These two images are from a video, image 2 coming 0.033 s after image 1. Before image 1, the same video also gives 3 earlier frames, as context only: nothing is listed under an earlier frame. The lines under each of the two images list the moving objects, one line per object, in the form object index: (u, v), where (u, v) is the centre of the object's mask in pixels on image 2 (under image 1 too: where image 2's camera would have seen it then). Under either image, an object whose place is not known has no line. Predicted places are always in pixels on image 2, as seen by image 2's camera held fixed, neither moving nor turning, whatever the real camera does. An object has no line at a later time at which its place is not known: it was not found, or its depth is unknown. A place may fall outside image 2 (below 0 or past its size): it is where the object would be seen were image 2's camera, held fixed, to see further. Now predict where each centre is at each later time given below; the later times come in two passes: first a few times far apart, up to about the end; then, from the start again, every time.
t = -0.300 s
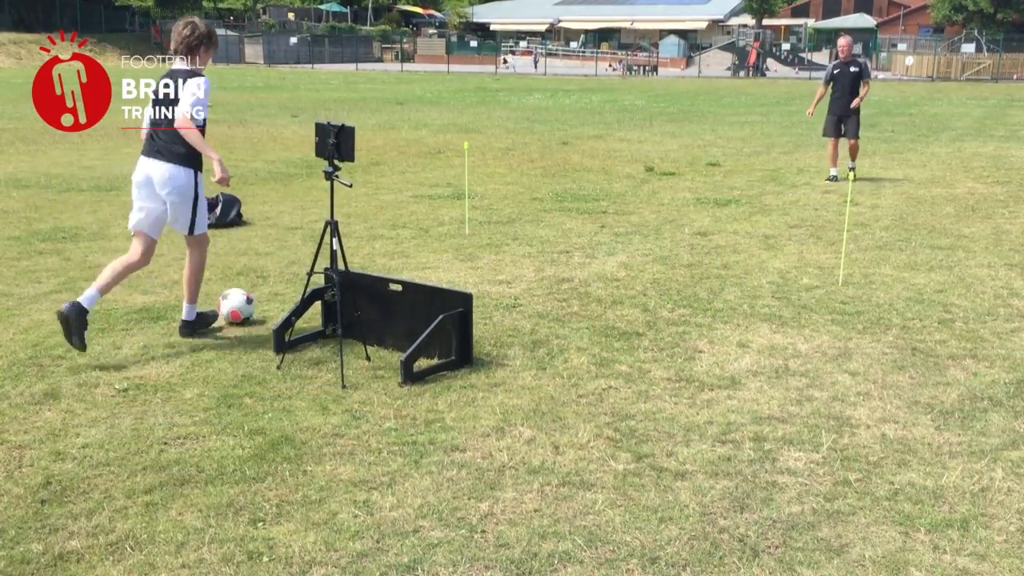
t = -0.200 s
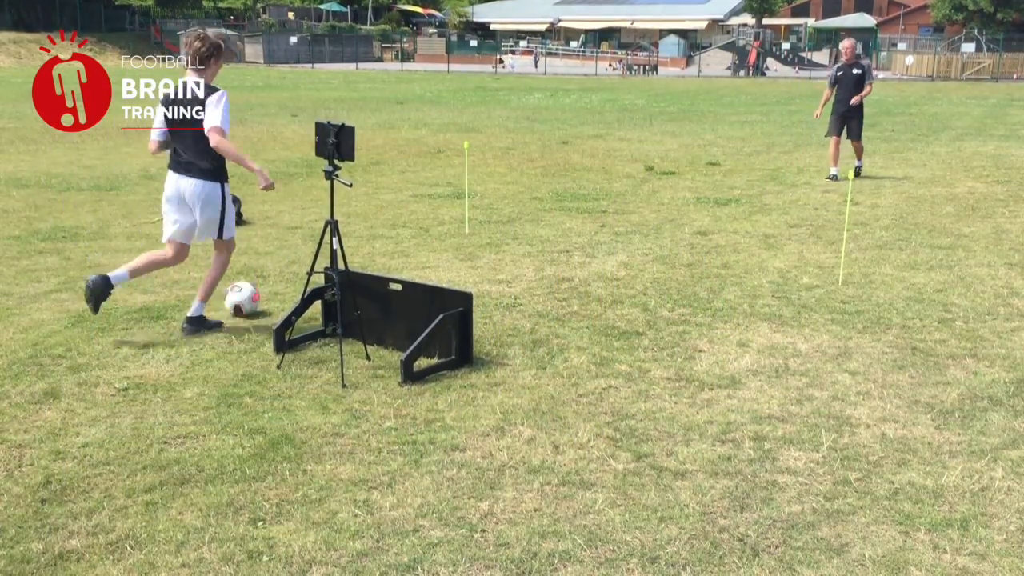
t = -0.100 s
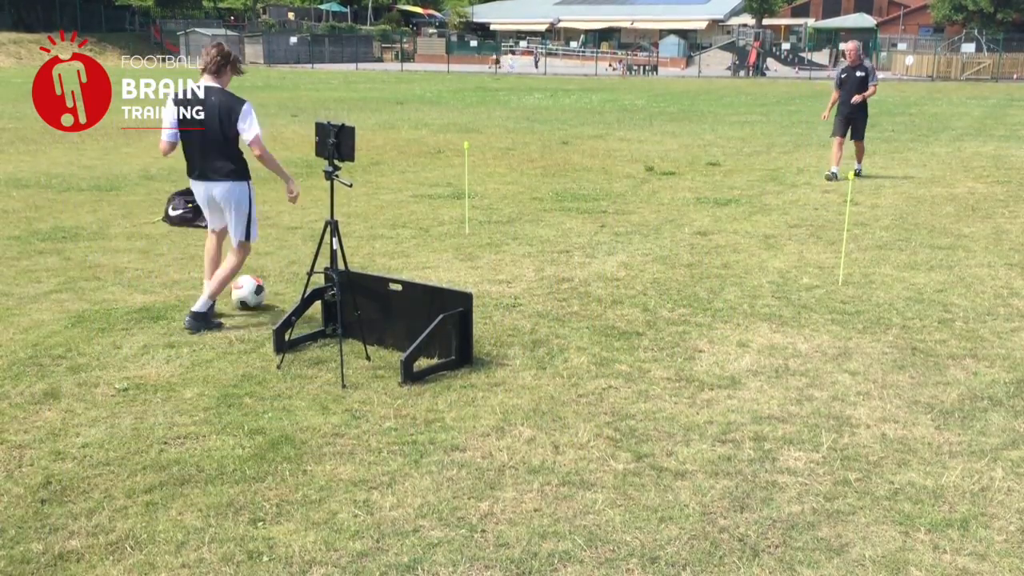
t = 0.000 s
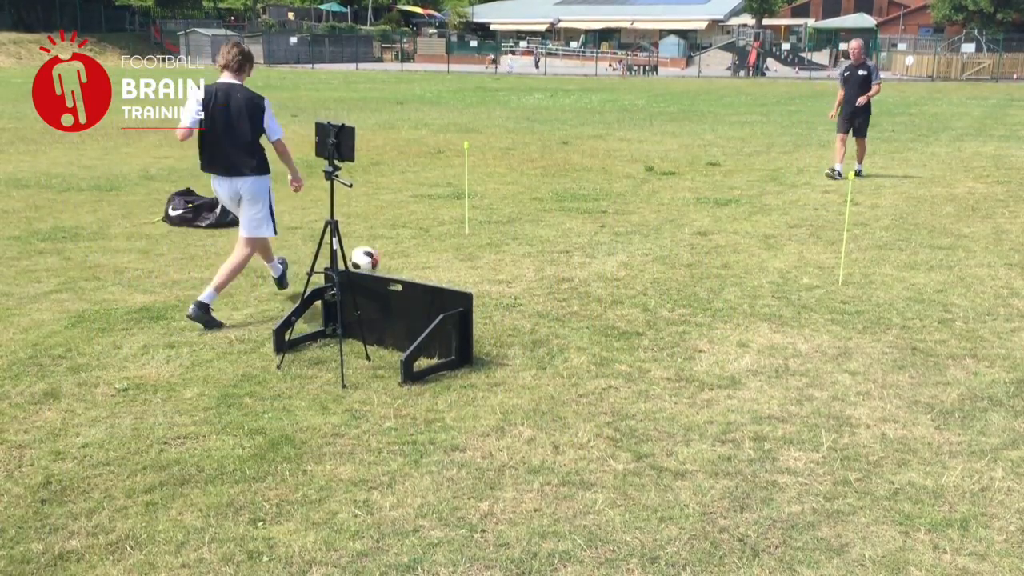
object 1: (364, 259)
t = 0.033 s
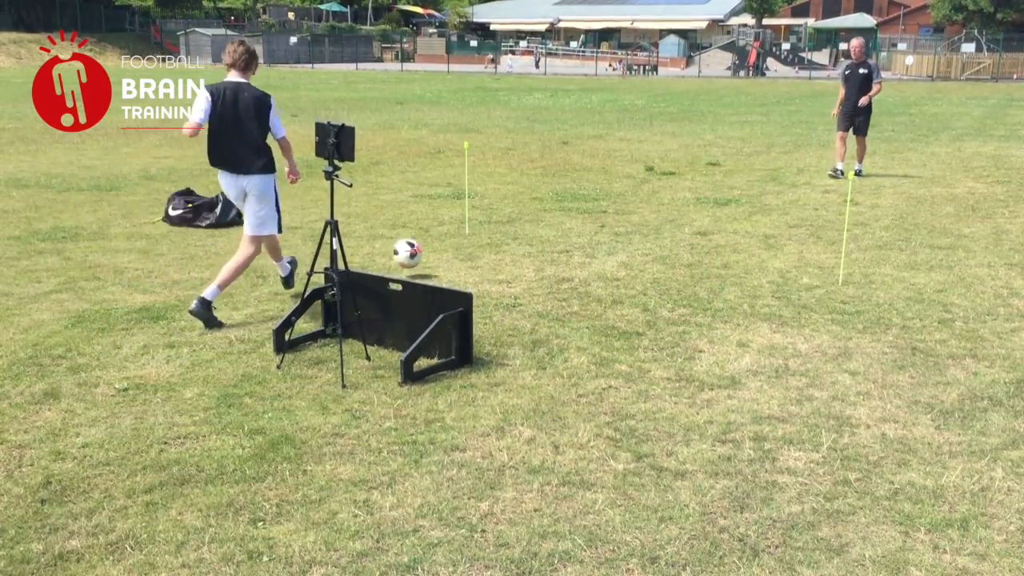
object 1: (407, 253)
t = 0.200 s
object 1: (578, 231)
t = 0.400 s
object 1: (714, 211)
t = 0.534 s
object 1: (776, 197)
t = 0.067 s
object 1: (446, 247)
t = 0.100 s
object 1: (485, 243)
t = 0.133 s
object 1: (518, 241)
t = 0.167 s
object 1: (551, 239)
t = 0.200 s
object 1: (578, 231)
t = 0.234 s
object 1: (603, 223)
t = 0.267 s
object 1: (628, 218)
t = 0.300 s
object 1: (651, 215)
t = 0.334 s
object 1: (673, 212)
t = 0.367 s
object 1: (693, 211)
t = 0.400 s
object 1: (714, 211)
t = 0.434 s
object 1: (731, 208)
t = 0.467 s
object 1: (747, 204)
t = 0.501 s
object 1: (761, 201)
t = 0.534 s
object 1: (776, 197)
